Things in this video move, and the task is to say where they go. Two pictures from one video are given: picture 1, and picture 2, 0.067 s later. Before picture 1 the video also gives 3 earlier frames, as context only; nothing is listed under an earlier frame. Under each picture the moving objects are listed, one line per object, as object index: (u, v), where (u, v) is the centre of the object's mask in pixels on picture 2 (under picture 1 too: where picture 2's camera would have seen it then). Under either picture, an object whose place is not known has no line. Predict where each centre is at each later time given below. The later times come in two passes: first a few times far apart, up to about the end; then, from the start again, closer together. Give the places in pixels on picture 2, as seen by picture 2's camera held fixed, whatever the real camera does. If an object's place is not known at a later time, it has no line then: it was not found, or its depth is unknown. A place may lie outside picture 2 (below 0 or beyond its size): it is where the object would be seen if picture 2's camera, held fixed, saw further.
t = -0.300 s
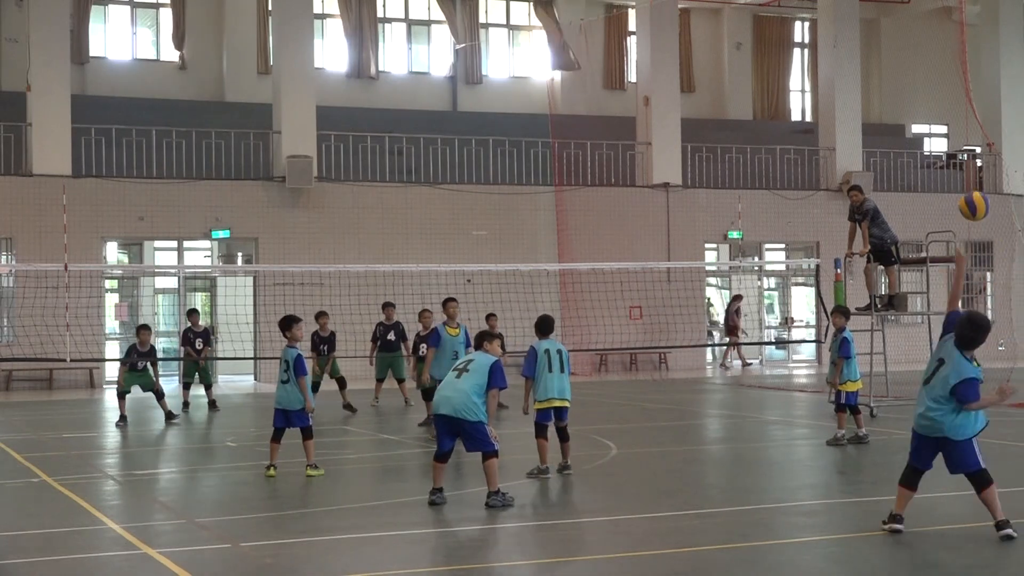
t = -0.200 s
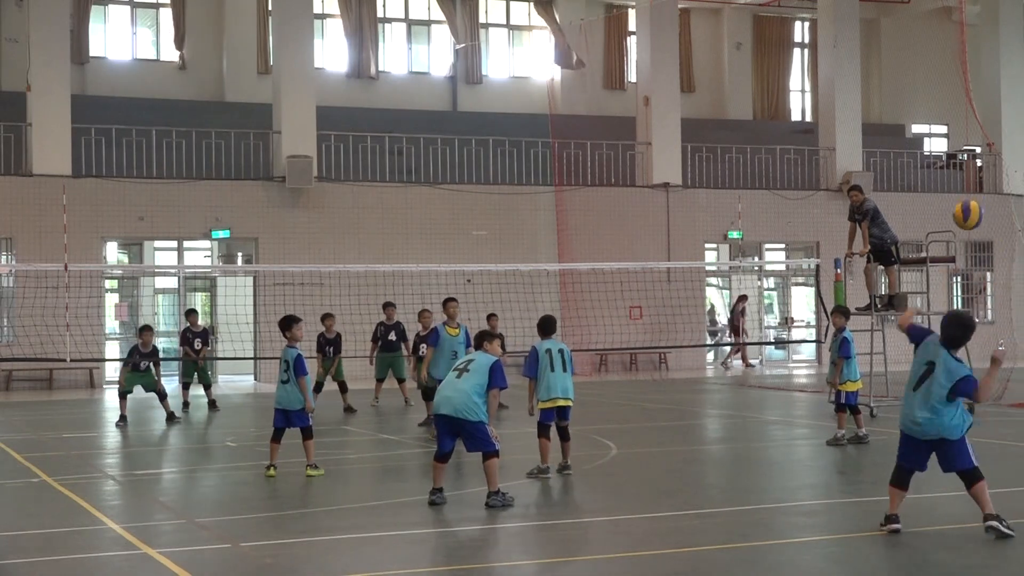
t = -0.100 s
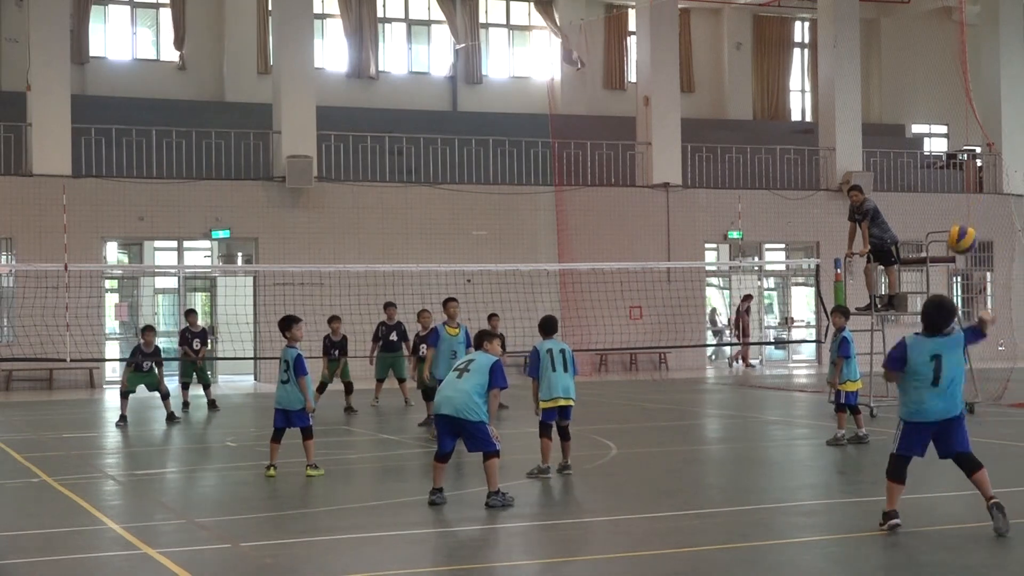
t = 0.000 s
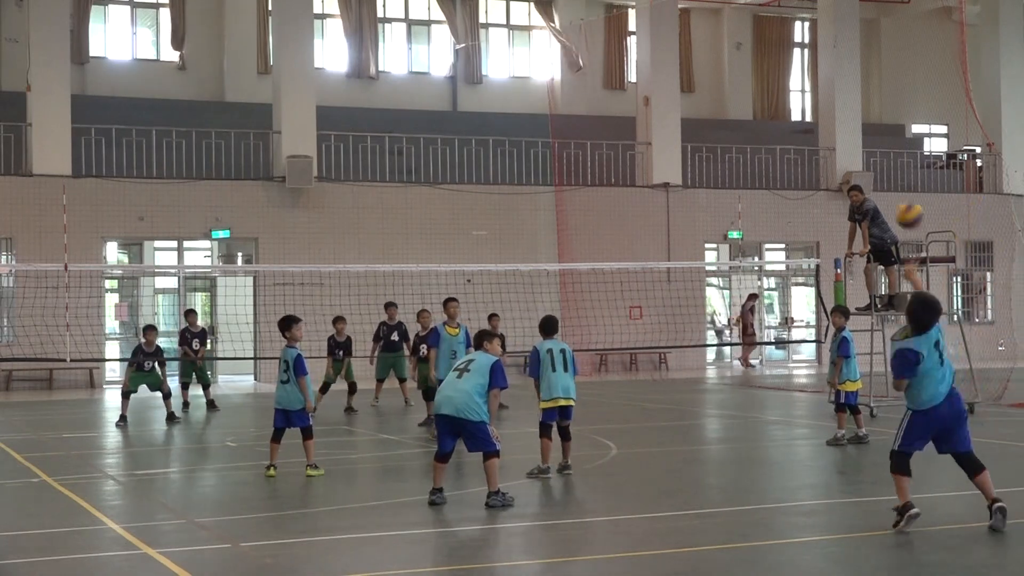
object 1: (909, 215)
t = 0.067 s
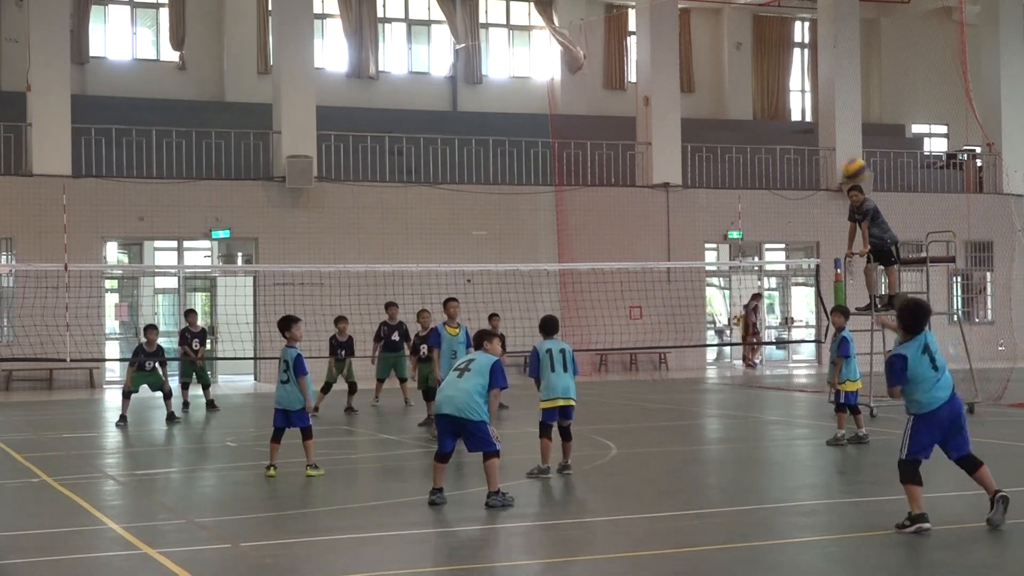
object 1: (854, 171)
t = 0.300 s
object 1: (725, 99)
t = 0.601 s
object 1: (627, 110)
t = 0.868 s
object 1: (572, 180)
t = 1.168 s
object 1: (530, 298)
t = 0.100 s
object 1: (831, 154)
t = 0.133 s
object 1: (809, 138)
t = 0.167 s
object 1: (790, 126)
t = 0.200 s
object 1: (772, 117)
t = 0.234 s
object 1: (755, 109)
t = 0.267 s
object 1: (739, 103)
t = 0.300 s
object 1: (725, 99)
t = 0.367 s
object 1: (698, 93)
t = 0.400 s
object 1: (686, 92)
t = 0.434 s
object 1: (674, 93)
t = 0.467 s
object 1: (663, 94)
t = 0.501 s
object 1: (653, 97)
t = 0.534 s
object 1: (644, 101)
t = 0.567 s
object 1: (637, 105)
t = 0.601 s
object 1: (627, 110)
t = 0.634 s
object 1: (619, 117)
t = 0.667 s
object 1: (612, 123)
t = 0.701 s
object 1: (604, 131)
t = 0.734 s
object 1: (598, 140)
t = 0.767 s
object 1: (590, 149)
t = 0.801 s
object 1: (585, 158)
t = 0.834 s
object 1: (578, 169)
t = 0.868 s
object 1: (572, 180)
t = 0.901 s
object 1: (566, 192)
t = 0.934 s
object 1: (560, 204)
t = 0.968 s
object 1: (556, 216)
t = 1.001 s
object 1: (551, 229)
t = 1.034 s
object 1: (547, 242)
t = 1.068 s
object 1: (542, 255)
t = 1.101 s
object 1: (538, 273)
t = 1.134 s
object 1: (534, 283)
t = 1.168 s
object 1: (530, 298)
